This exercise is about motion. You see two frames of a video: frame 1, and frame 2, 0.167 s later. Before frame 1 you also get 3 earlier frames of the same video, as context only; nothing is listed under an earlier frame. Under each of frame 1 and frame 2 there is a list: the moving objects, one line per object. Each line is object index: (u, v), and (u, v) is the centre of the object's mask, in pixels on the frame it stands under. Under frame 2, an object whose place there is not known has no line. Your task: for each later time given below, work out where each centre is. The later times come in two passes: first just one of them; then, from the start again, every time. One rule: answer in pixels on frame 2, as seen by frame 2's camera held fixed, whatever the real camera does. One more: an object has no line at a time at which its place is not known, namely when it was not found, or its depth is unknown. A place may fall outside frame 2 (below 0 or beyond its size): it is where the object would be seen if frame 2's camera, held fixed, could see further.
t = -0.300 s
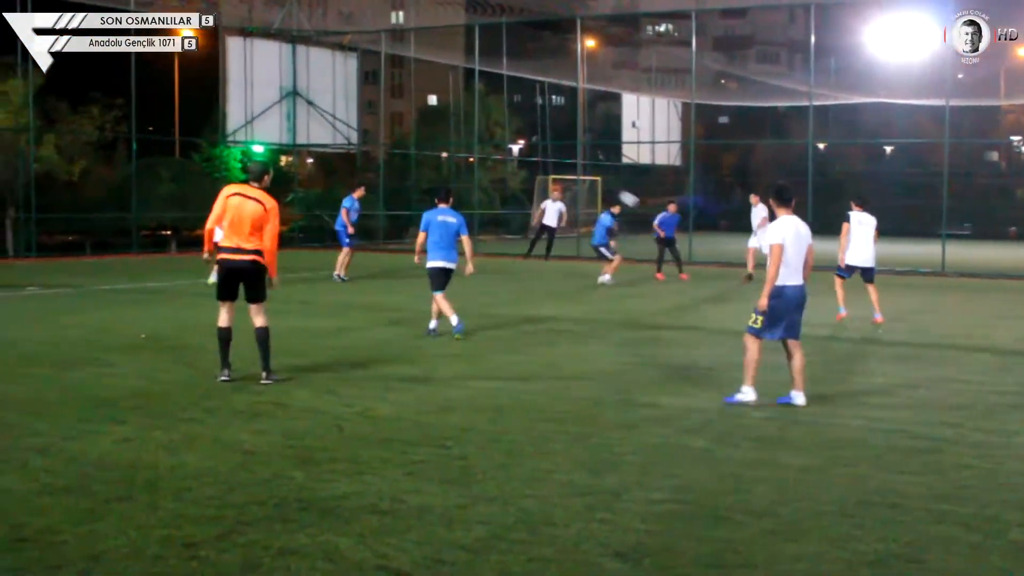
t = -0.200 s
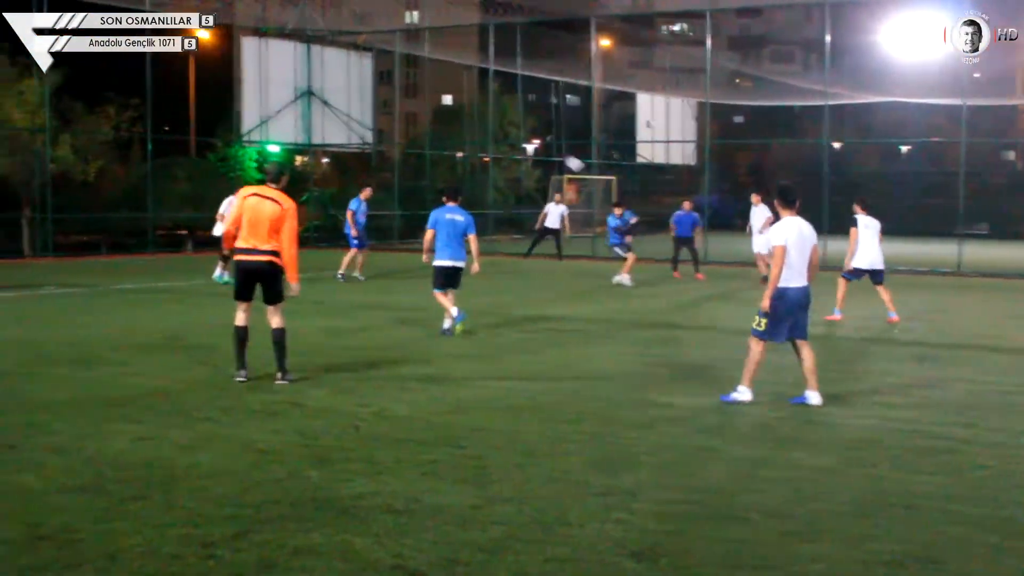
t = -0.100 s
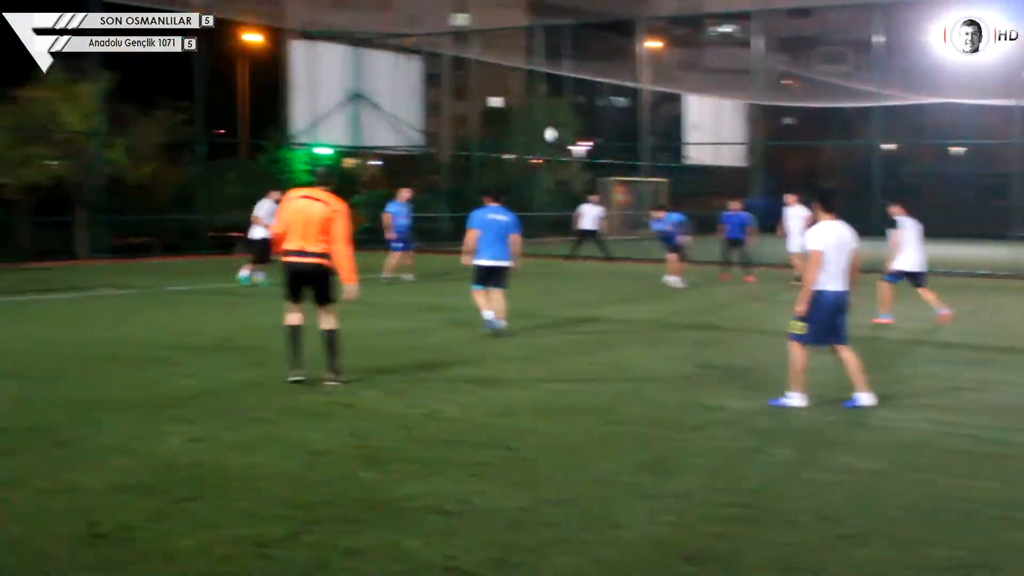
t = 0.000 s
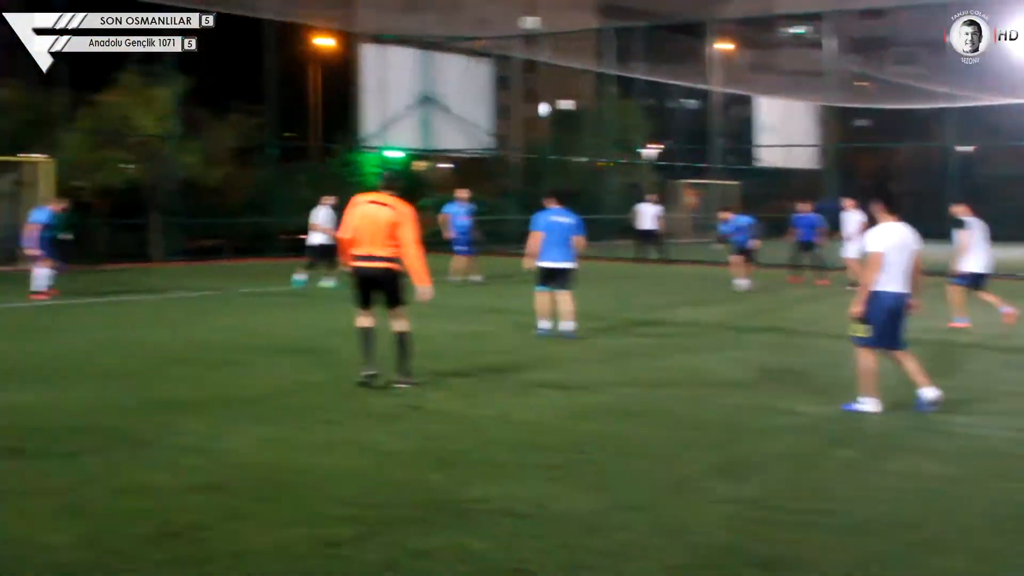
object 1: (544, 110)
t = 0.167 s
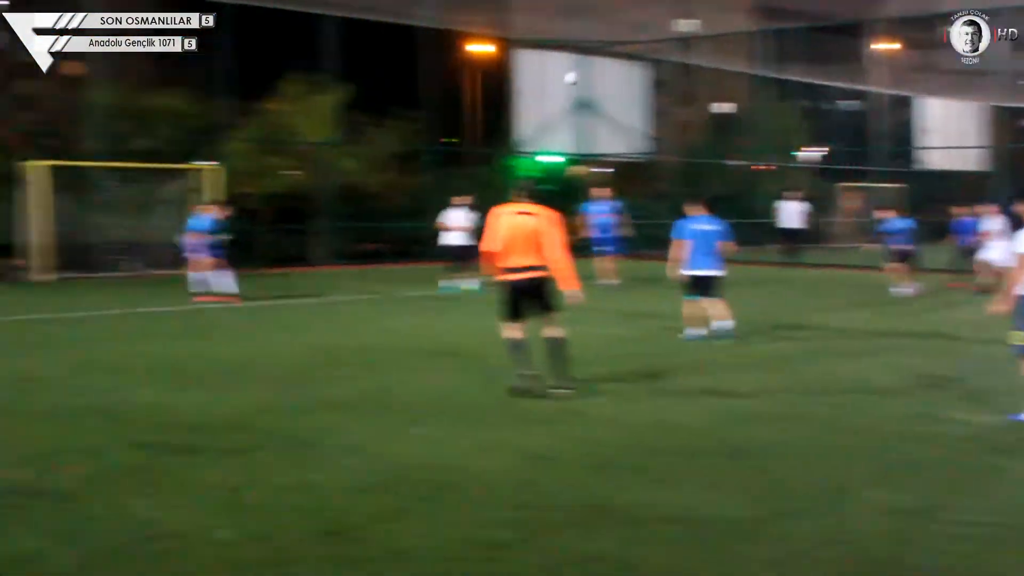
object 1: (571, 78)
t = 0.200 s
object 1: (538, 71)
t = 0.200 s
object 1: (538, 71)
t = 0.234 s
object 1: (523, 68)
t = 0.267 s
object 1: (492, 62)
